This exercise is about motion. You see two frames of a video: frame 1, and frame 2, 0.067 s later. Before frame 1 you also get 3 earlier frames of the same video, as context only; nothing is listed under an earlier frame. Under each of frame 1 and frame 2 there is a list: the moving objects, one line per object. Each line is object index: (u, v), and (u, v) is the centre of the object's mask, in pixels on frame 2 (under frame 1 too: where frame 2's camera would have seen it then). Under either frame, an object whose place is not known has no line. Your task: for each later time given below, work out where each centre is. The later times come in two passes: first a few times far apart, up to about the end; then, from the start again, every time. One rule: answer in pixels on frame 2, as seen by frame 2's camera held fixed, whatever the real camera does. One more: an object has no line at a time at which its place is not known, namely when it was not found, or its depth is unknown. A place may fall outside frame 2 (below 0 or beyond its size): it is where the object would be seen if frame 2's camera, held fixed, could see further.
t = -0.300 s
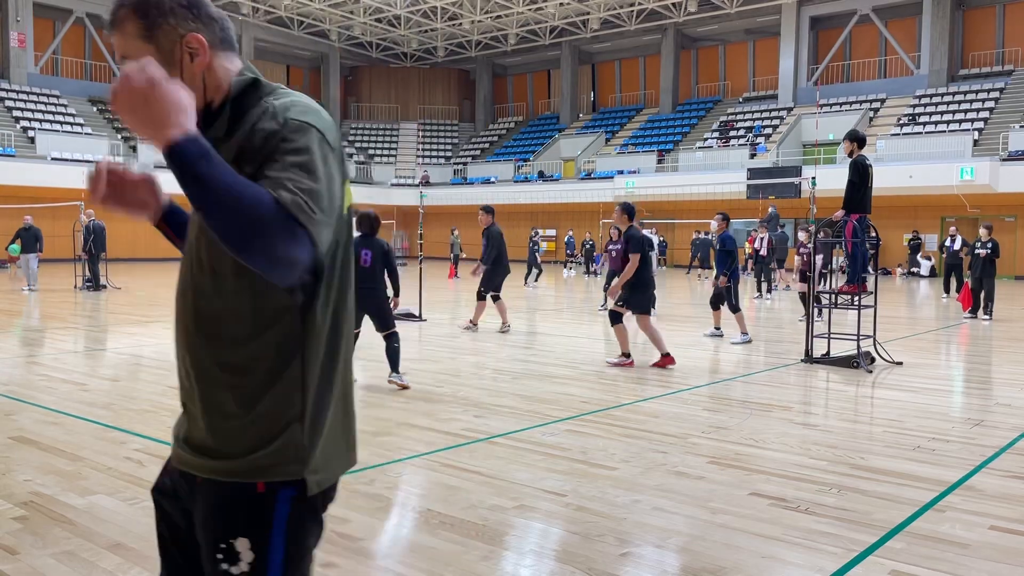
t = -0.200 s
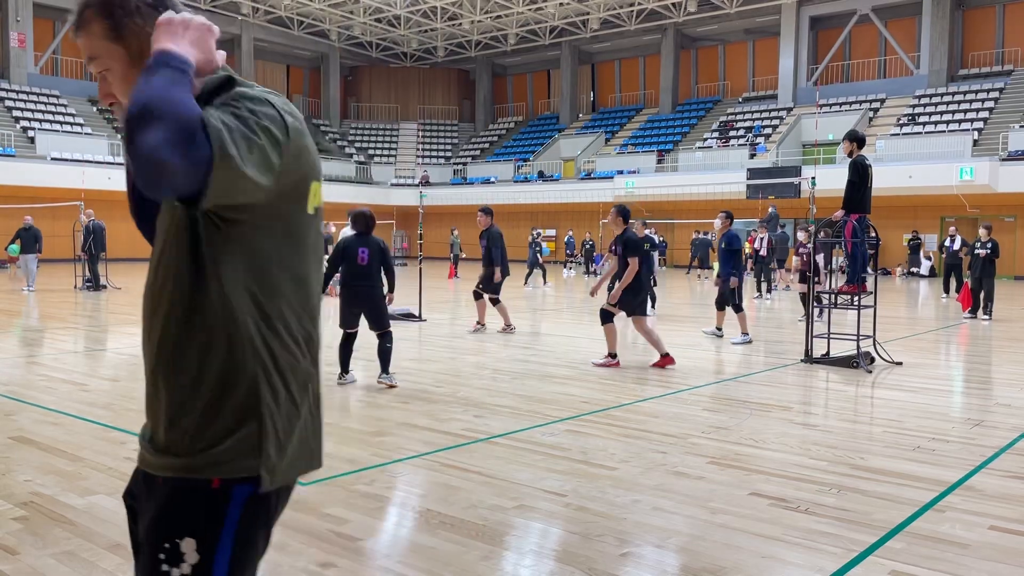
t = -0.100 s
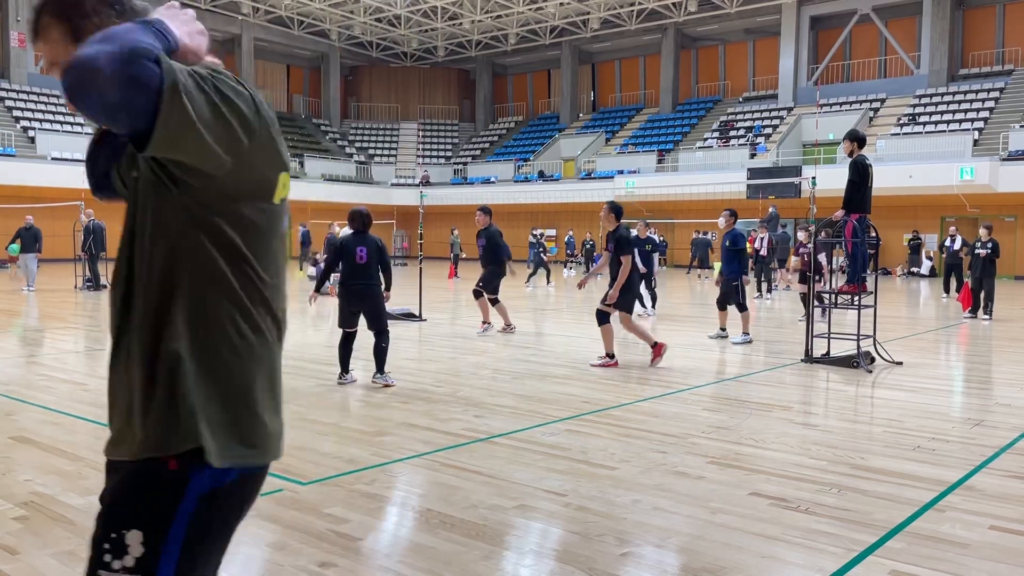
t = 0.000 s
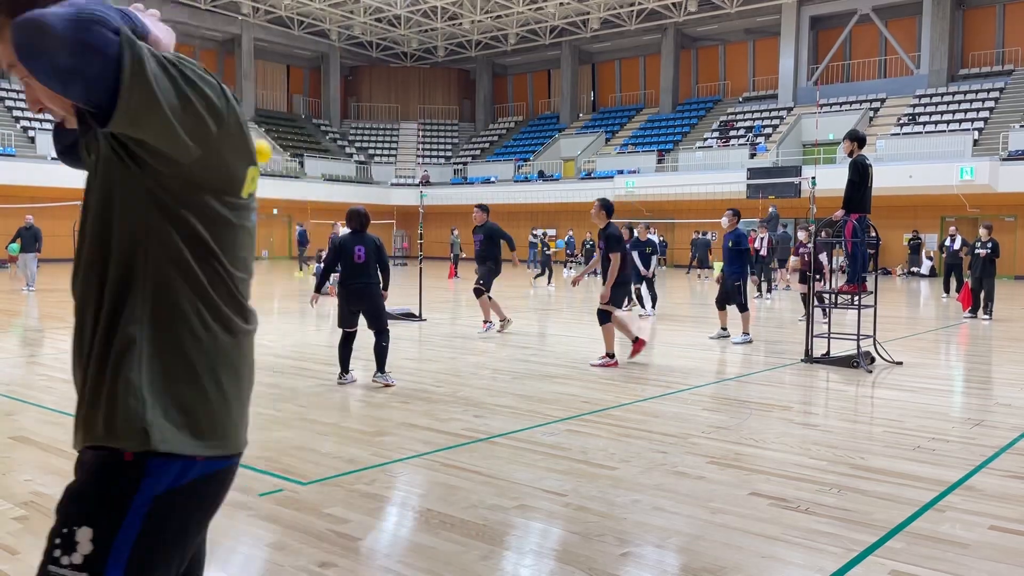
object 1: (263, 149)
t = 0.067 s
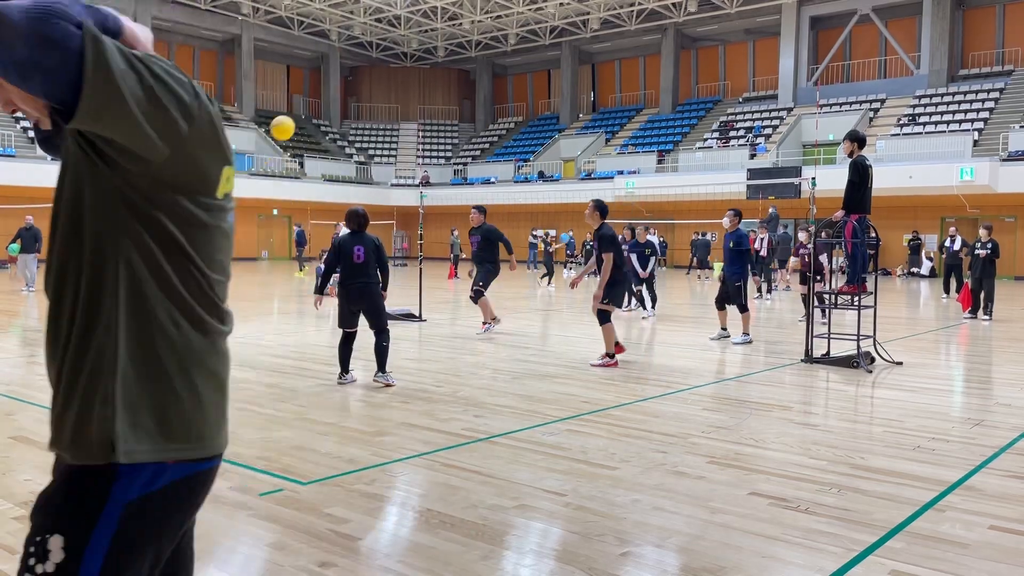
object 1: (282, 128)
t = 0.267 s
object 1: (345, 82)
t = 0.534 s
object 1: (417, 76)
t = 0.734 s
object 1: (465, 109)
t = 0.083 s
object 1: (288, 122)
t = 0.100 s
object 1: (293, 117)
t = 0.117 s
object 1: (299, 112)
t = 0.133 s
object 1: (304, 108)
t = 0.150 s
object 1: (310, 104)
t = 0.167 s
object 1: (315, 100)
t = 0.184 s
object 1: (320, 96)
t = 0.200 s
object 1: (325, 93)
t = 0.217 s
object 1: (330, 89)
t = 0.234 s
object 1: (335, 87)
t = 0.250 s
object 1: (340, 84)
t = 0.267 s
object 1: (345, 82)
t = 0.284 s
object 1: (350, 80)
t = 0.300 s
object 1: (354, 78)
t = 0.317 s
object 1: (359, 76)
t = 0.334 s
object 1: (364, 75)
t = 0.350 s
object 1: (369, 74)
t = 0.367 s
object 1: (373, 73)
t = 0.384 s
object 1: (377, 72)
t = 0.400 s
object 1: (382, 72)
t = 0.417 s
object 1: (387, 71)
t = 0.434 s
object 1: (391, 71)
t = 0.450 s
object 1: (395, 71)
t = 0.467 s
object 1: (400, 72)
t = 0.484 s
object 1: (404, 72)
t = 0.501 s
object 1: (408, 73)
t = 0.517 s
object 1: (413, 74)
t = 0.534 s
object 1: (417, 76)
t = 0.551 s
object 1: (421, 77)
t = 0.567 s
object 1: (426, 79)
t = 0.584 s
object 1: (430, 81)
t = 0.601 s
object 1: (434, 83)
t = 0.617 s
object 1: (438, 86)
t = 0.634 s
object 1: (442, 88)
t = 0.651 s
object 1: (446, 91)
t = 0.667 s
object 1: (450, 94)
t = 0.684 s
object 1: (454, 98)
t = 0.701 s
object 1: (457, 101)
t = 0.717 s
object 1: (461, 105)
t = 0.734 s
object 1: (465, 109)
